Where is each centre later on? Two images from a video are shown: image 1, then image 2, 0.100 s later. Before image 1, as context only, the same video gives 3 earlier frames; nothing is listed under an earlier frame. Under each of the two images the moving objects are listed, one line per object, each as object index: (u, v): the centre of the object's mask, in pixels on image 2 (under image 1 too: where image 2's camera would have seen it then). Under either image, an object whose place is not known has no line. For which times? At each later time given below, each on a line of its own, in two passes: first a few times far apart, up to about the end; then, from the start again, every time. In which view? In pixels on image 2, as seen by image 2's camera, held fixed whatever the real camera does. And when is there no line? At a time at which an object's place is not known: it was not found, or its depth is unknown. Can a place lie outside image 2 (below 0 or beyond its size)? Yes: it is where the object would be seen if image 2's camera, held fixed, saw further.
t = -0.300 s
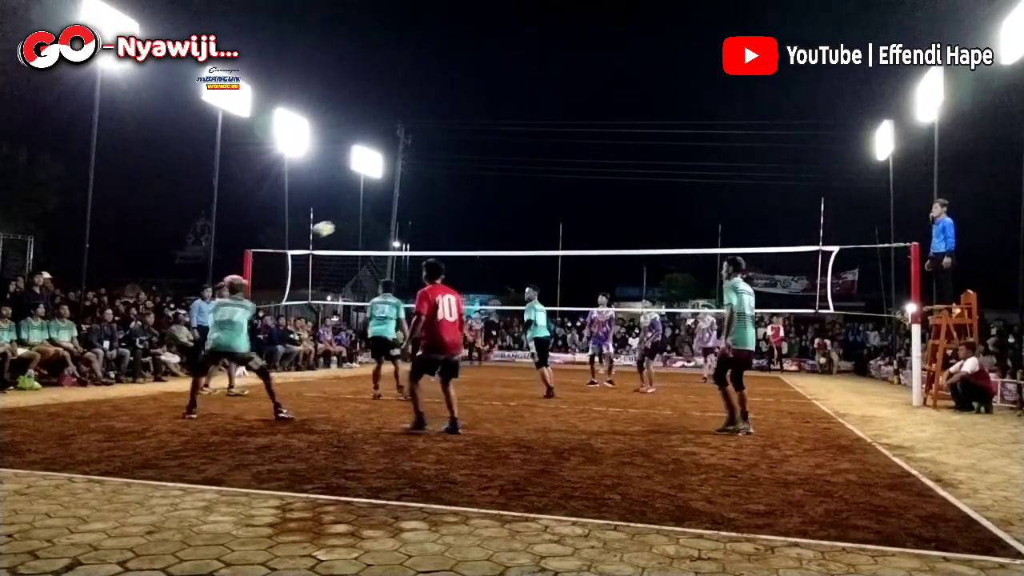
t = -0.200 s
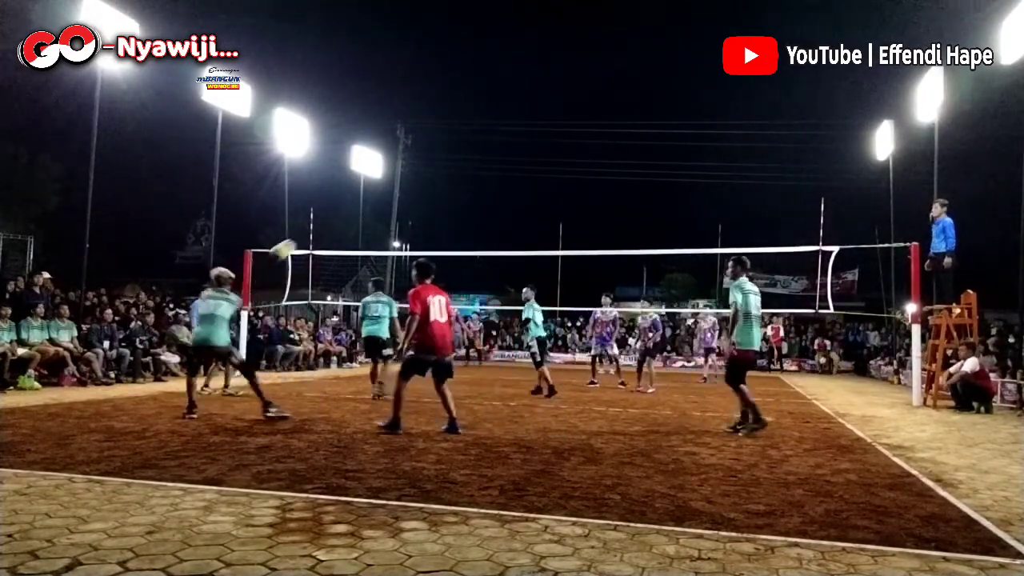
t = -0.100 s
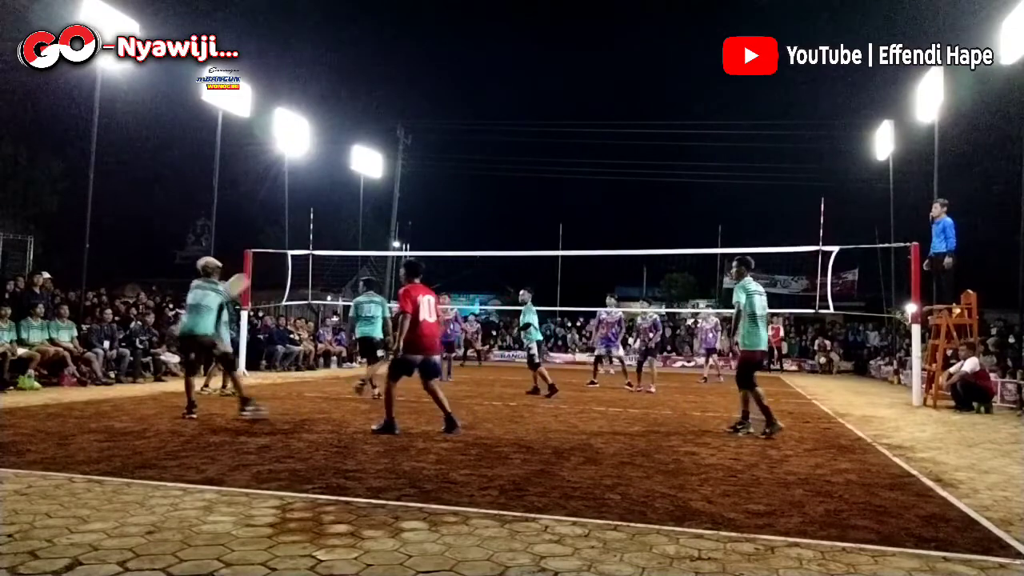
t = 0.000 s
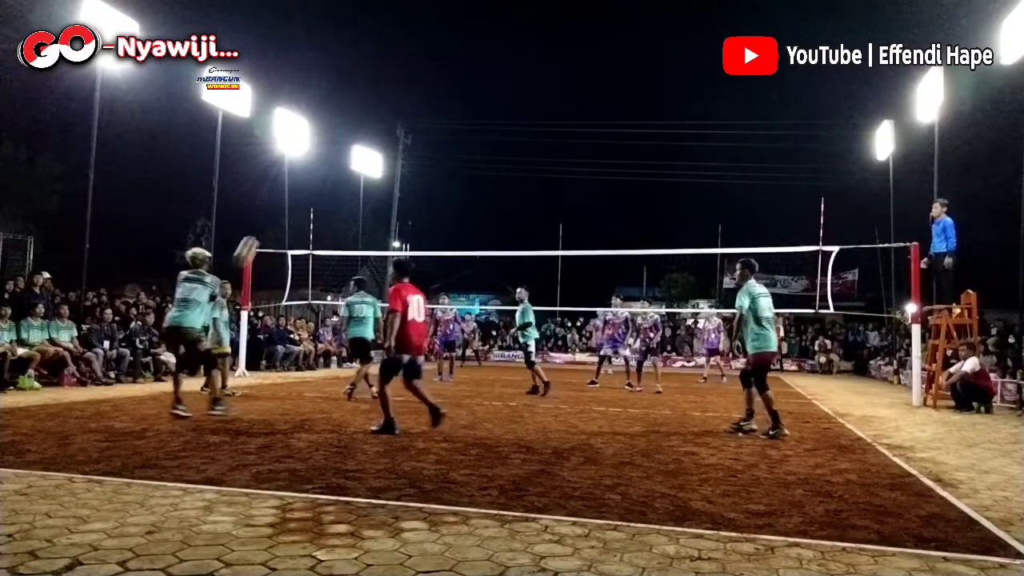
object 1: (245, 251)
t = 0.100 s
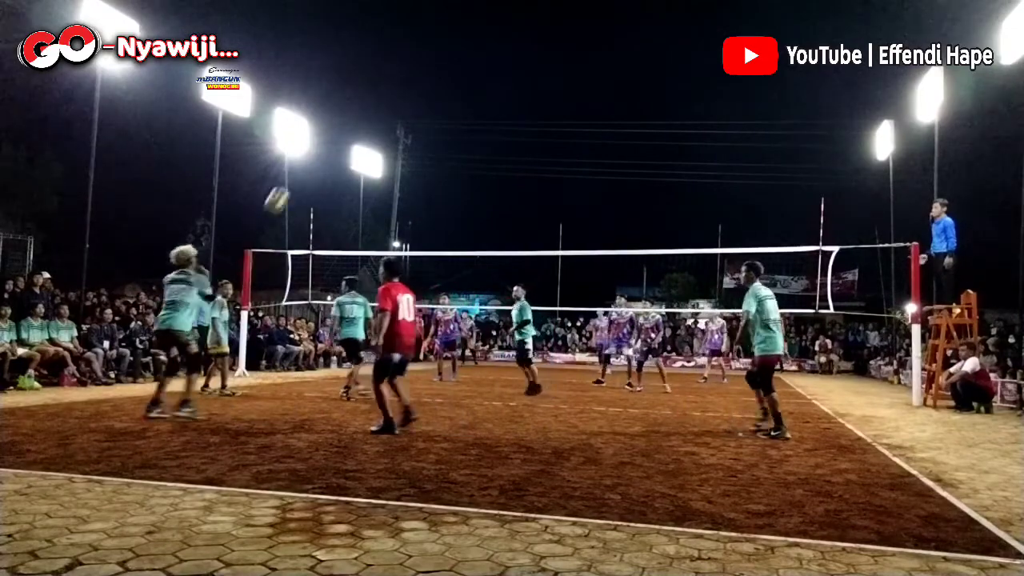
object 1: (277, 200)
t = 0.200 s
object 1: (308, 160)
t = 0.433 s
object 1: (362, 104)
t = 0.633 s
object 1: (404, 90)
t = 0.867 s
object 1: (447, 107)
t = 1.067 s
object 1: (479, 148)
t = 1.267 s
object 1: (507, 208)
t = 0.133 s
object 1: (287, 185)
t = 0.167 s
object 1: (296, 171)
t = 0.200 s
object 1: (308, 160)
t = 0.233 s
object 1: (318, 148)
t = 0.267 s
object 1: (324, 138)
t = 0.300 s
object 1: (331, 130)
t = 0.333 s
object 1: (339, 121)
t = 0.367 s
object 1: (347, 115)
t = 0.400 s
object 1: (355, 109)
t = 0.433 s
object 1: (362, 104)
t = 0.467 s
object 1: (370, 99)
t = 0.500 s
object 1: (377, 96)
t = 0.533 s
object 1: (384, 93)
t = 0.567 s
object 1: (391, 91)
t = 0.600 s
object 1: (398, 90)
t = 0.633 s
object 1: (404, 90)
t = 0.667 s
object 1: (411, 90)
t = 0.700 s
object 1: (417, 91)
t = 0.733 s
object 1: (423, 93)
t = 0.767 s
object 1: (429, 96)
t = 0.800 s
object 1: (435, 99)
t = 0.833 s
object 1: (441, 103)
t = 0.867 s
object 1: (447, 107)
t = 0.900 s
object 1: (453, 112)
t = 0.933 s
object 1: (458, 118)
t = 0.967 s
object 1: (464, 125)
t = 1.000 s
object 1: (469, 132)
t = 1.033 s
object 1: (474, 139)
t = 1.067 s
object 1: (479, 148)
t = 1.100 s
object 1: (484, 156)
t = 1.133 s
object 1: (489, 166)
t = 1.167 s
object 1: (494, 175)
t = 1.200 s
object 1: (499, 185)
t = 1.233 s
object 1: (503, 196)
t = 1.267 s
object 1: (507, 208)
